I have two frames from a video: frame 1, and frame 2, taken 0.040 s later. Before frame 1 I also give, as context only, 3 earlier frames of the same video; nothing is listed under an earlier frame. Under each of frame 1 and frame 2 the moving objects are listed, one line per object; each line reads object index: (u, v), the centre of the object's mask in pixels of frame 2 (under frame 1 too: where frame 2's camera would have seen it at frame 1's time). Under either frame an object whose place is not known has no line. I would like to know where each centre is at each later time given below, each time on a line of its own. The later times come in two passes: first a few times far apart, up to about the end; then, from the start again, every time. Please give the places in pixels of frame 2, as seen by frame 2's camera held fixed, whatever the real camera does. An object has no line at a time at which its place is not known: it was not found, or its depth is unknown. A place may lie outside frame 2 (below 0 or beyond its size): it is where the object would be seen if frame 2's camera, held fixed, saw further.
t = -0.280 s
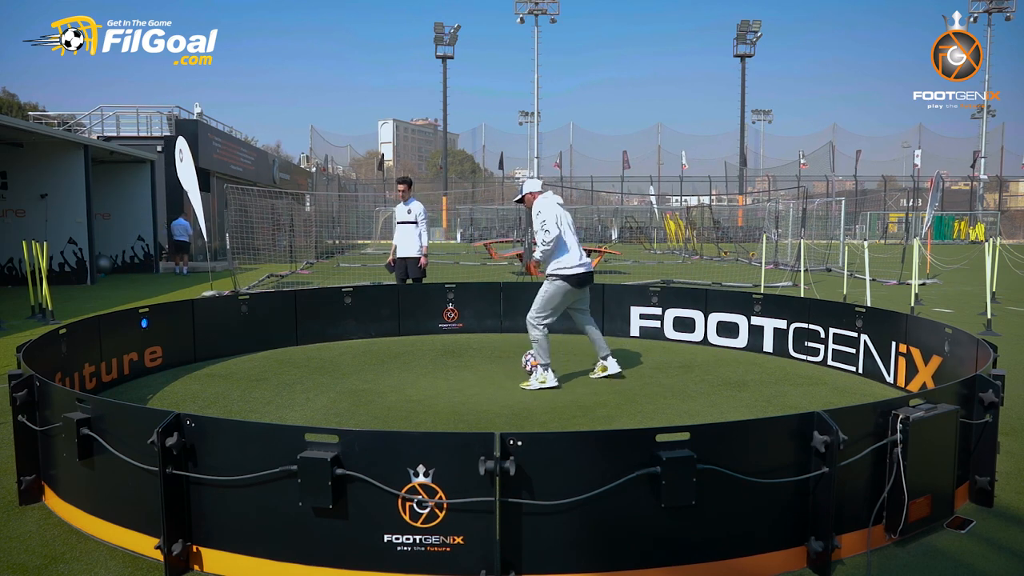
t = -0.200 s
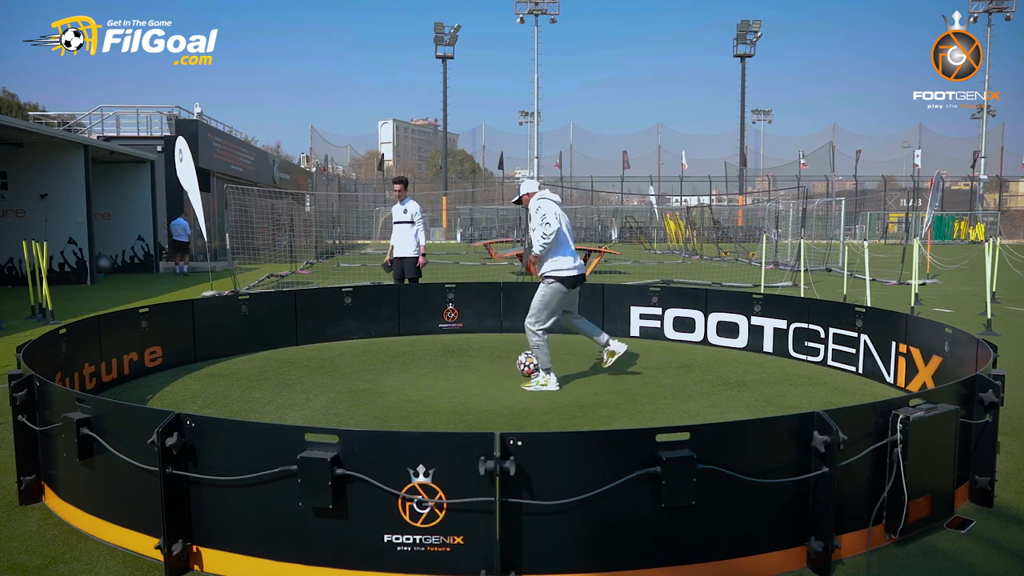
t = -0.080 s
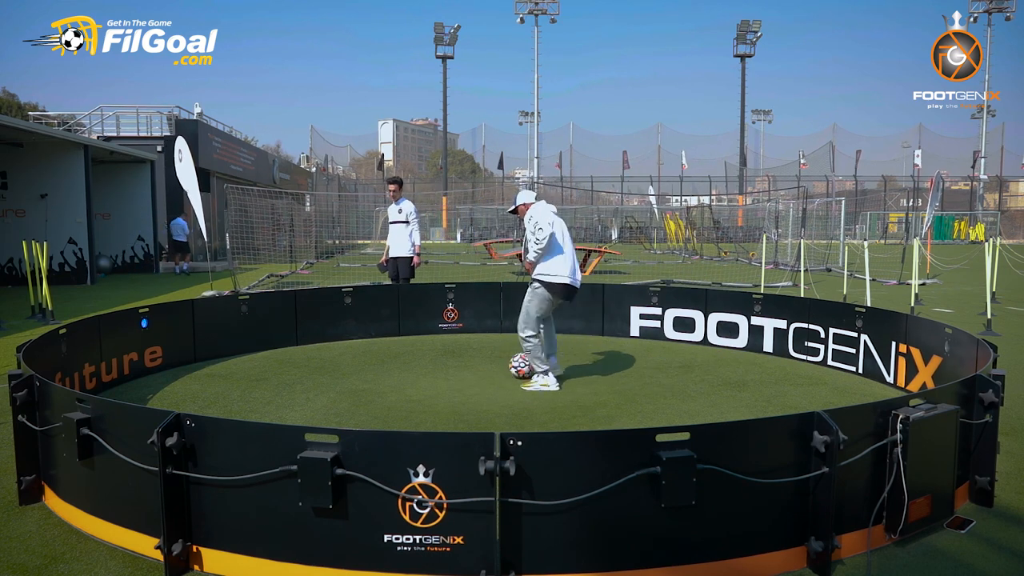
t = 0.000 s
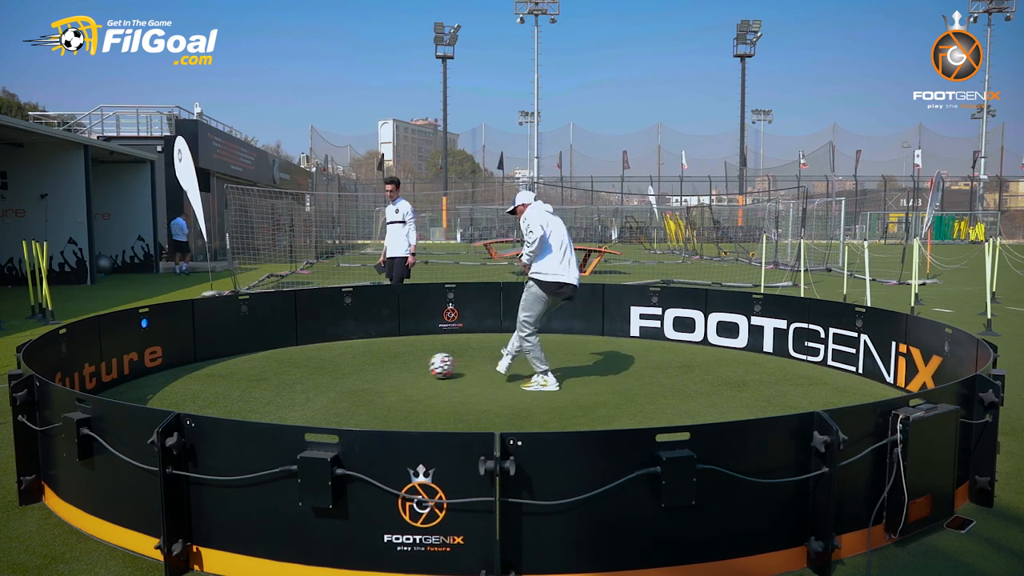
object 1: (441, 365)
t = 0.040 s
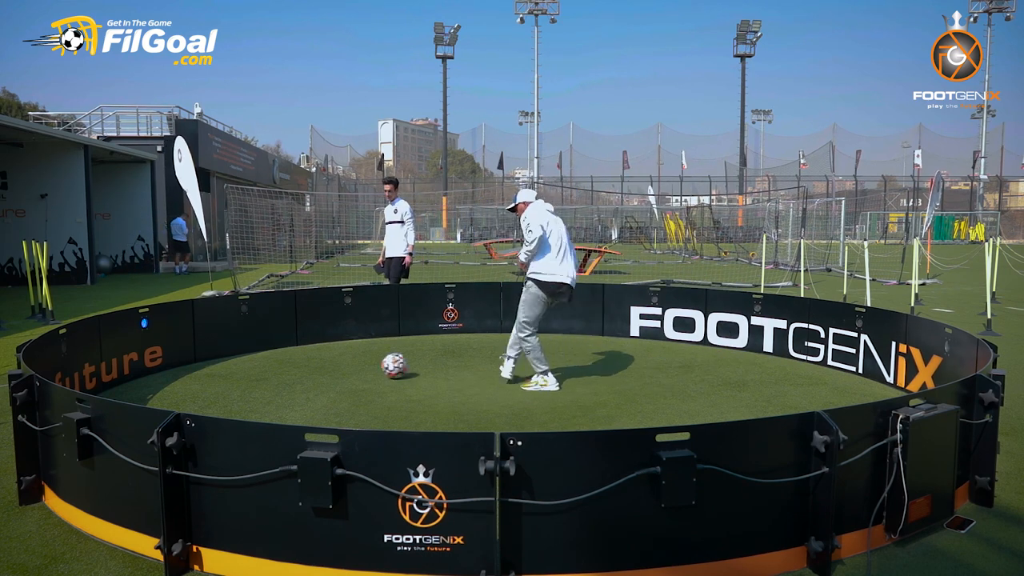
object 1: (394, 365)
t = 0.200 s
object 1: (227, 360)
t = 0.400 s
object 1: (222, 364)
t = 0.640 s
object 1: (337, 378)
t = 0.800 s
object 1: (398, 384)
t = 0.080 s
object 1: (350, 364)
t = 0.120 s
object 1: (307, 365)
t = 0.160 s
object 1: (265, 363)
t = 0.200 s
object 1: (227, 360)
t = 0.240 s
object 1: (189, 359)
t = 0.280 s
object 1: (160, 360)
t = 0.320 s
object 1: (180, 359)
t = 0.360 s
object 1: (201, 361)
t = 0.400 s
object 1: (222, 364)
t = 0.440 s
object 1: (245, 369)
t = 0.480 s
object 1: (264, 371)
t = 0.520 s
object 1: (281, 369)
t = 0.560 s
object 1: (300, 370)
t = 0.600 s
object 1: (318, 373)
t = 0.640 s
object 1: (337, 378)
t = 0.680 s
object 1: (352, 377)
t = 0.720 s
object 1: (367, 377)
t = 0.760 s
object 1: (382, 380)
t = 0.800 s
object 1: (398, 384)
